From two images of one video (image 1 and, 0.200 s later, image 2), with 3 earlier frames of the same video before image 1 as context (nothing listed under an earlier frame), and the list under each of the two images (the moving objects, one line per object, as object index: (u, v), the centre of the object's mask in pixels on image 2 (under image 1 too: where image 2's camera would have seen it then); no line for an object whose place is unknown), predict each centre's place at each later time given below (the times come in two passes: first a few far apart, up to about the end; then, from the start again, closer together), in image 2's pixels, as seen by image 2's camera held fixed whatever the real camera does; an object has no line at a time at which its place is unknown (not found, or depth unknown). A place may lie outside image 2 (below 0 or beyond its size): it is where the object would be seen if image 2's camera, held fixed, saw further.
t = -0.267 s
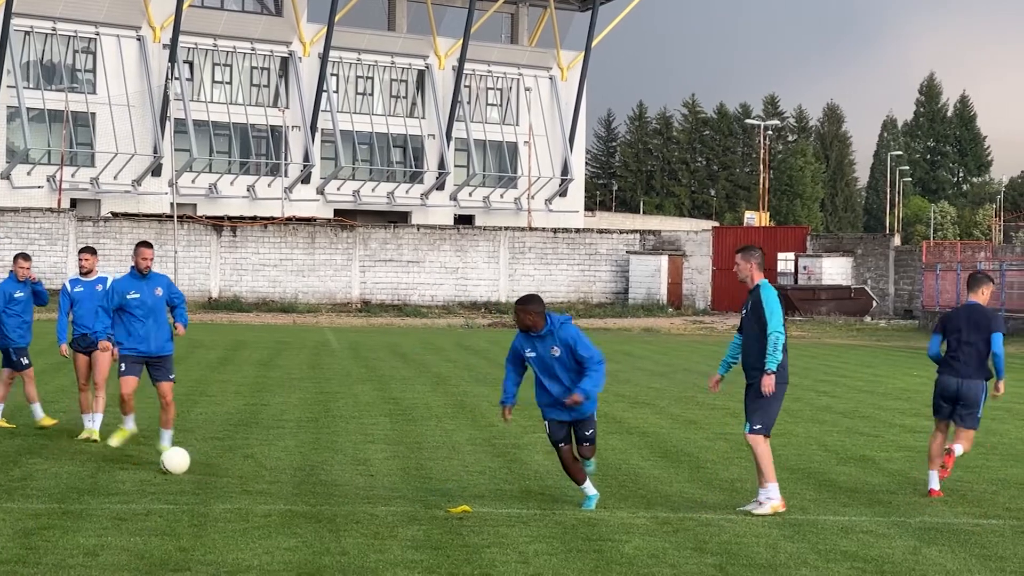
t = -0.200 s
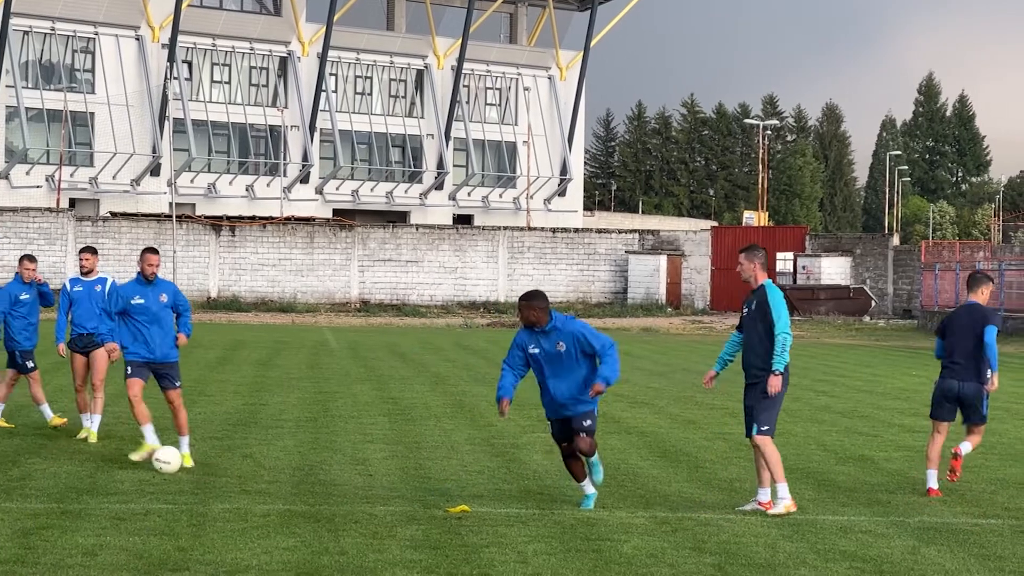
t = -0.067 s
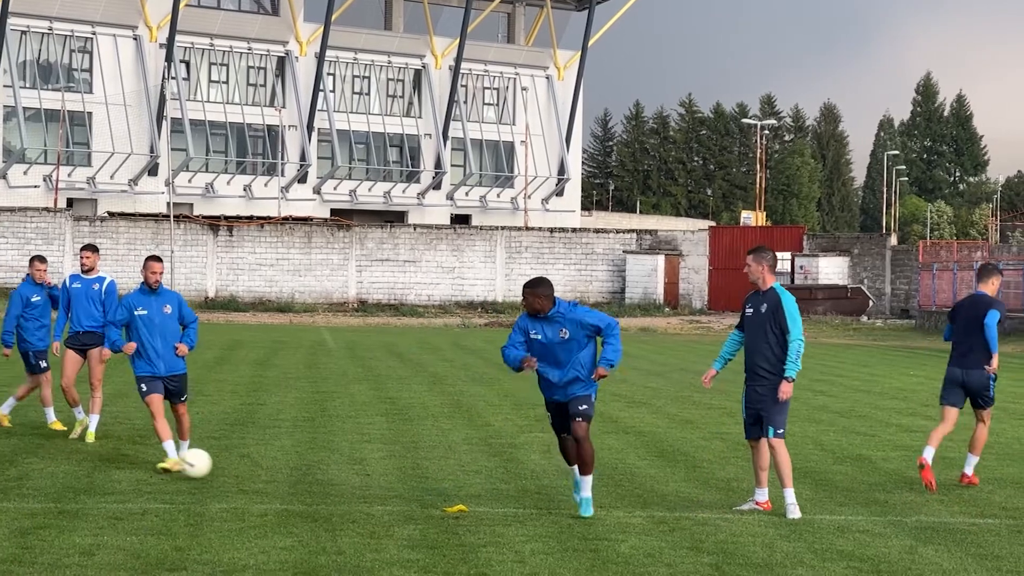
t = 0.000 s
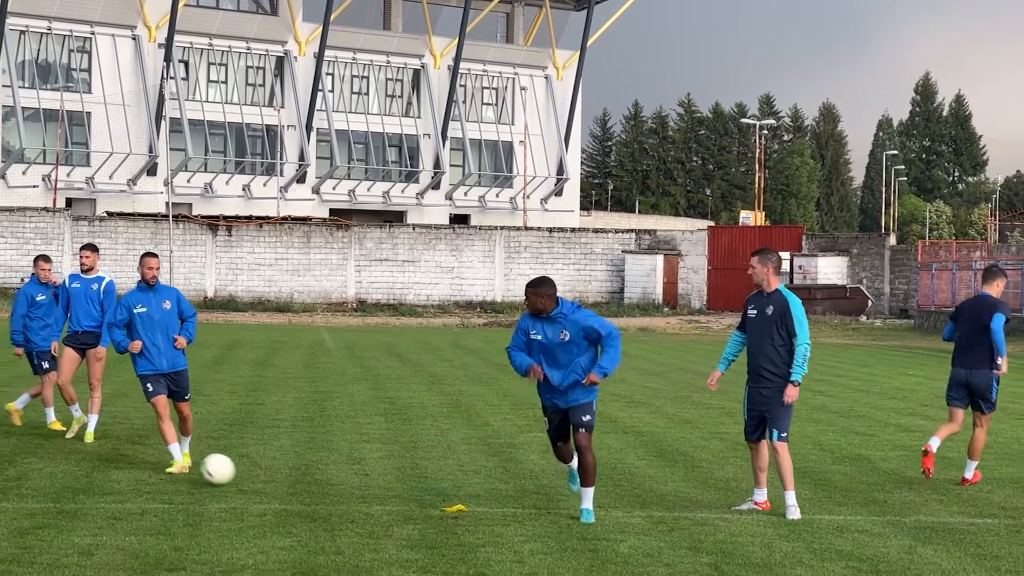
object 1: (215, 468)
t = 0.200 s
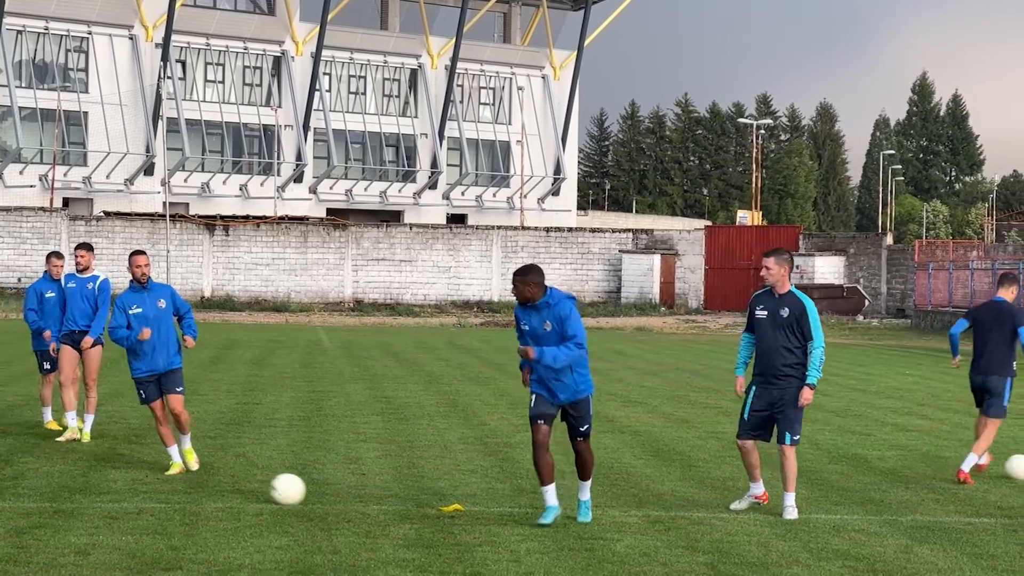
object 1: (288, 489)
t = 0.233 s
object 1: (300, 492)
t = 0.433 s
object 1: (369, 508)
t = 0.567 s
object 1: (414, 518)
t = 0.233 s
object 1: (300, 492)
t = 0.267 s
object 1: (312, 495)
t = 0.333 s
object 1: (335, 499)
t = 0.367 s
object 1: (347, 503)
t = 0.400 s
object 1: (358, 506)
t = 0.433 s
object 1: (369, 508)
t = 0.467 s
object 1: (380, 510)
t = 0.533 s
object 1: (403, 516)
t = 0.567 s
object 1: (414, 518)
